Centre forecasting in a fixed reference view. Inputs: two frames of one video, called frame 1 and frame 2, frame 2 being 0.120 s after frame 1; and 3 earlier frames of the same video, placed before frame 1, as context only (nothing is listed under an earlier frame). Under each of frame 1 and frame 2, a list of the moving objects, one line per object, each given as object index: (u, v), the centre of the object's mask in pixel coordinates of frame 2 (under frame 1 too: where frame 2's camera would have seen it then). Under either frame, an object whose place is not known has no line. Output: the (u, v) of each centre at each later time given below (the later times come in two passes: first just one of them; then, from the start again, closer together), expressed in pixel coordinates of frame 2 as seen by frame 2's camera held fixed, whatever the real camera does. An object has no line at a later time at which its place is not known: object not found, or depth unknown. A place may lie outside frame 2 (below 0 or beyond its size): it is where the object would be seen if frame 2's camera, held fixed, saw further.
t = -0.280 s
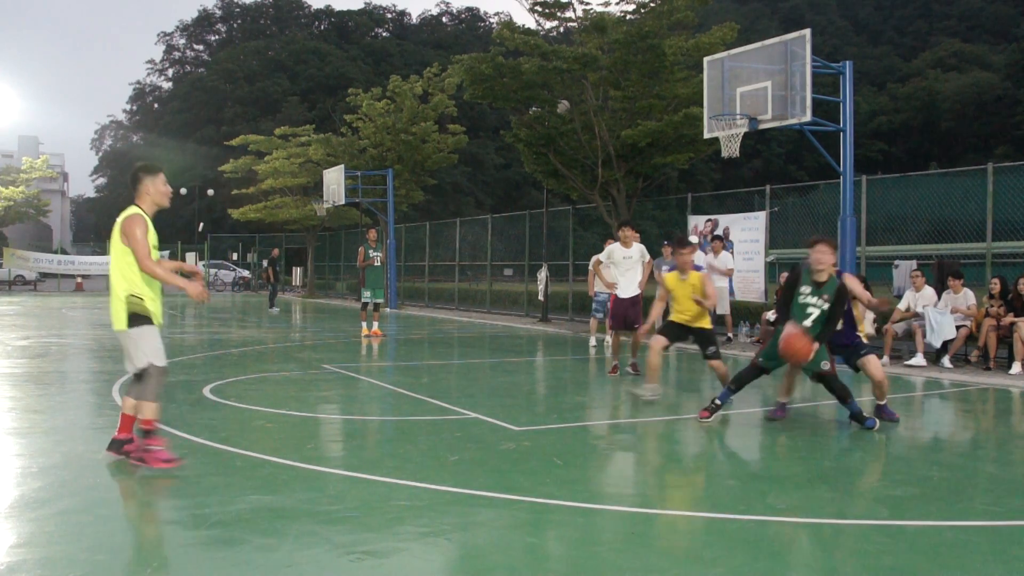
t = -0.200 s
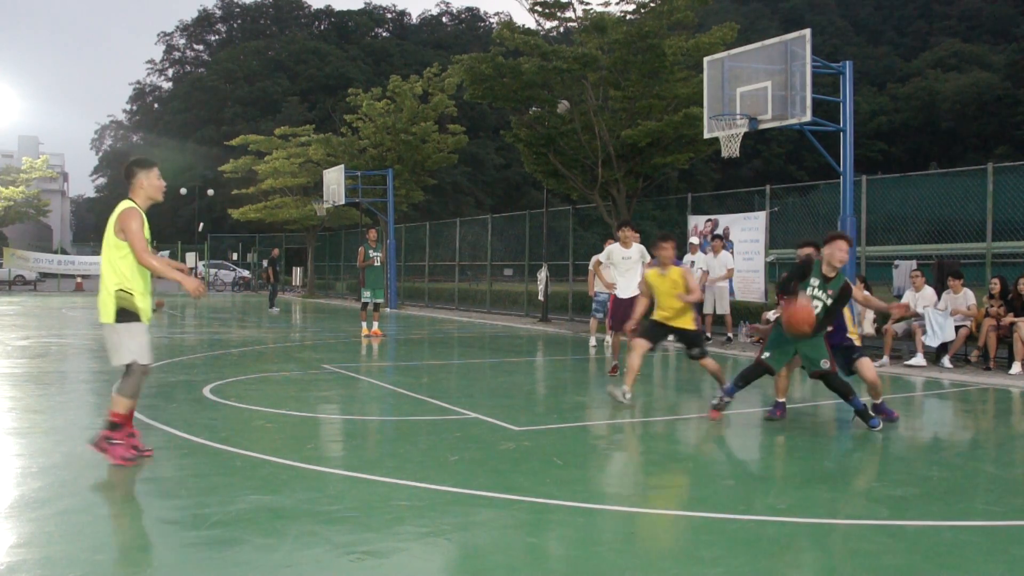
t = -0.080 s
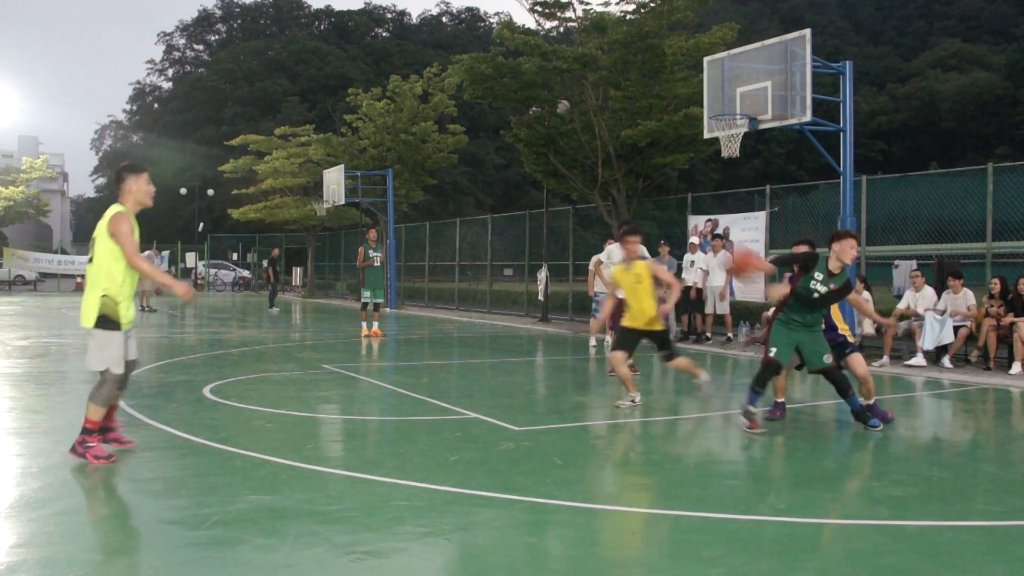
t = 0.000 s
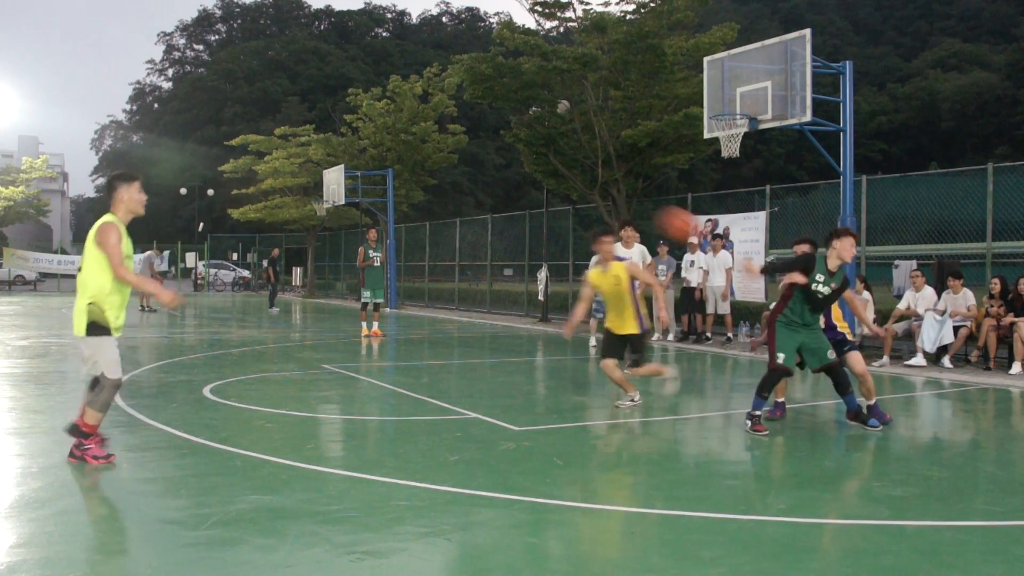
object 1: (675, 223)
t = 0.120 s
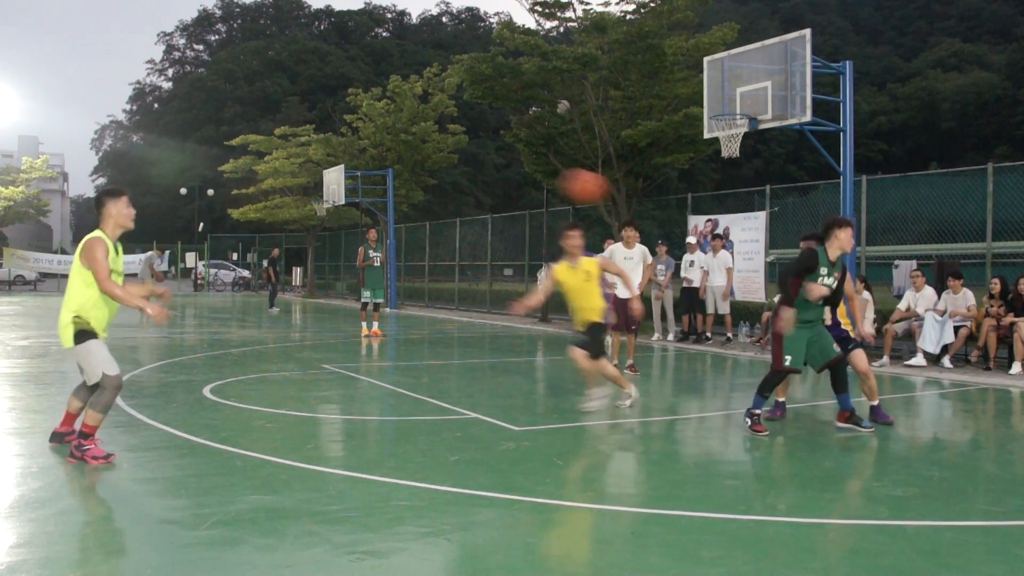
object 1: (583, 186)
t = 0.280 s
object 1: (452, 166)
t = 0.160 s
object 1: (551, 178)
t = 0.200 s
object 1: (518, 171)
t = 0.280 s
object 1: (452, 166)
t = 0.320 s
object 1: (418, 166)
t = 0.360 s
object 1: (384, 169)
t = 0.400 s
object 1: (355, 173)
